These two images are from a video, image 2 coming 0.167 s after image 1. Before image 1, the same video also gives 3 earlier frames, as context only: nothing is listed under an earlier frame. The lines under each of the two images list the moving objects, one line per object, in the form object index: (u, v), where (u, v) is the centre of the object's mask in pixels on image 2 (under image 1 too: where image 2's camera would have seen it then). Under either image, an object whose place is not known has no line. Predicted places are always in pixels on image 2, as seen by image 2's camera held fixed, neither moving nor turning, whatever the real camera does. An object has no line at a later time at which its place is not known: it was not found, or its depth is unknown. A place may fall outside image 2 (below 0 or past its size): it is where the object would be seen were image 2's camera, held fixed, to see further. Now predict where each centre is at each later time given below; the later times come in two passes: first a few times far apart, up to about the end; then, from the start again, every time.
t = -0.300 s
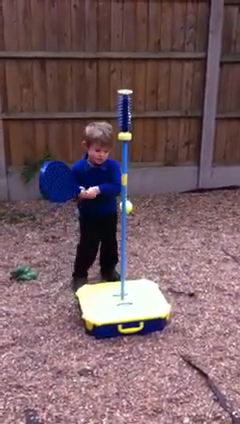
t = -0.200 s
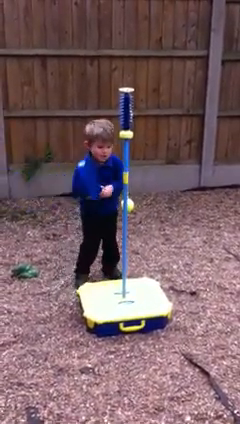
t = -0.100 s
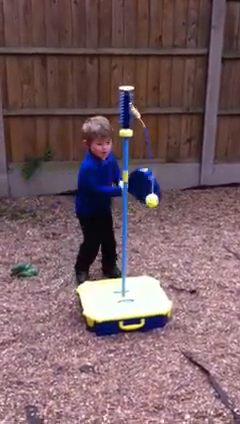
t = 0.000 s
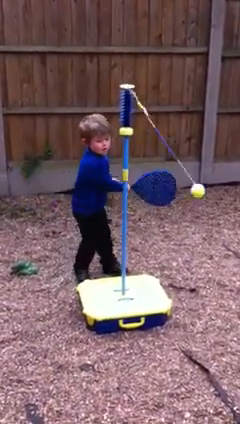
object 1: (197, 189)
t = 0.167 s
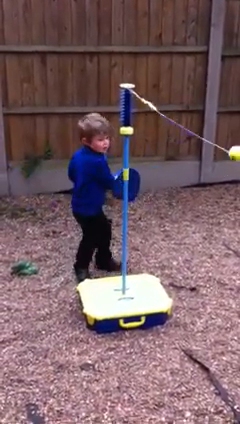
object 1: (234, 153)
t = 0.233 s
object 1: (236, 146)
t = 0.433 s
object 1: (223, 168)
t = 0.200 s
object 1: (235, 148)
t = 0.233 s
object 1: (236, 146)
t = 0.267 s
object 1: (235, 144)
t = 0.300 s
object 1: (235, 145)
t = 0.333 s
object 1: (234, 148)
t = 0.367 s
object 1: (232, 154)
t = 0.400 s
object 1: (229, 160)
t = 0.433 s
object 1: (223, 168)
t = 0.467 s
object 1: (215, 178)
